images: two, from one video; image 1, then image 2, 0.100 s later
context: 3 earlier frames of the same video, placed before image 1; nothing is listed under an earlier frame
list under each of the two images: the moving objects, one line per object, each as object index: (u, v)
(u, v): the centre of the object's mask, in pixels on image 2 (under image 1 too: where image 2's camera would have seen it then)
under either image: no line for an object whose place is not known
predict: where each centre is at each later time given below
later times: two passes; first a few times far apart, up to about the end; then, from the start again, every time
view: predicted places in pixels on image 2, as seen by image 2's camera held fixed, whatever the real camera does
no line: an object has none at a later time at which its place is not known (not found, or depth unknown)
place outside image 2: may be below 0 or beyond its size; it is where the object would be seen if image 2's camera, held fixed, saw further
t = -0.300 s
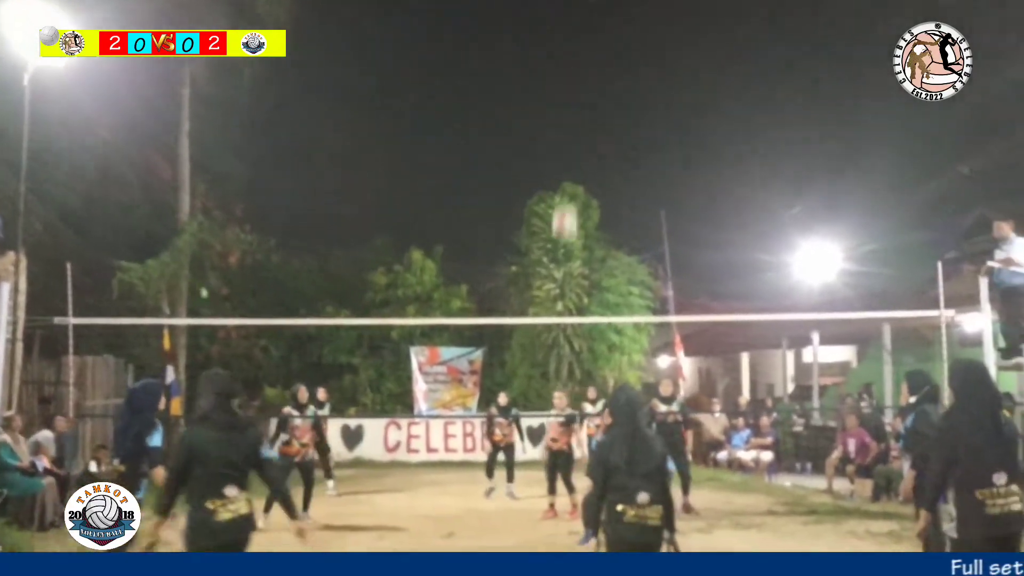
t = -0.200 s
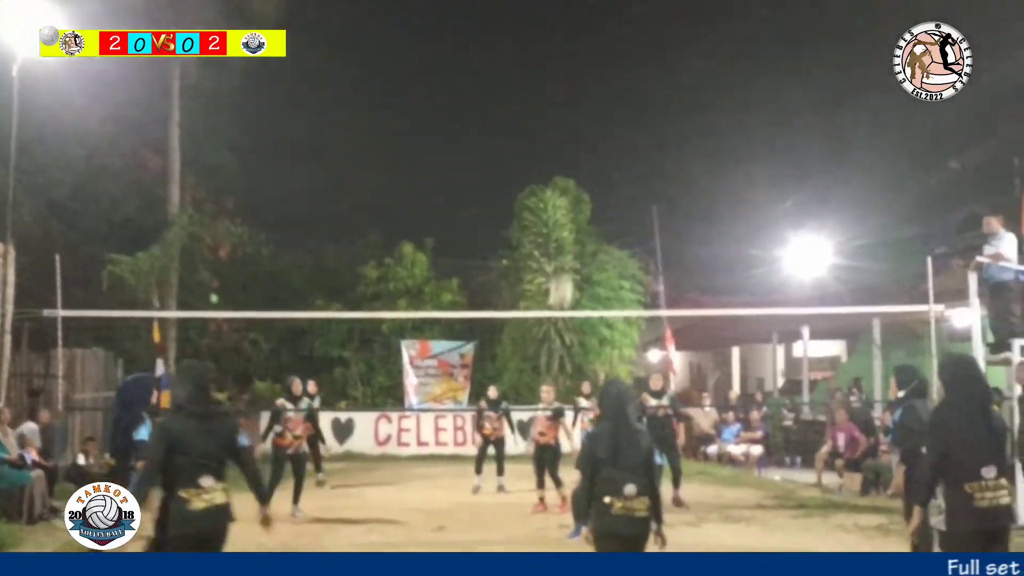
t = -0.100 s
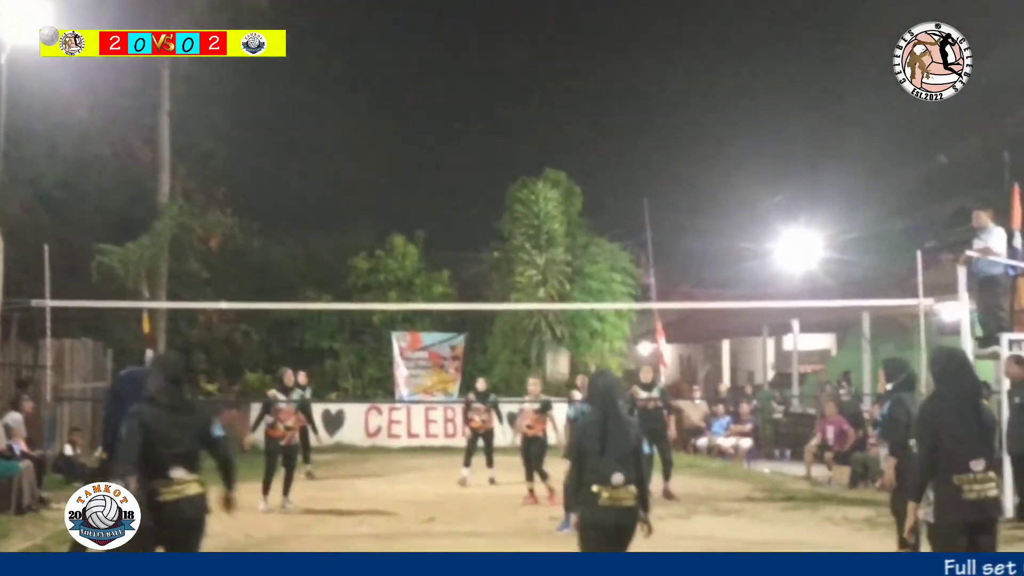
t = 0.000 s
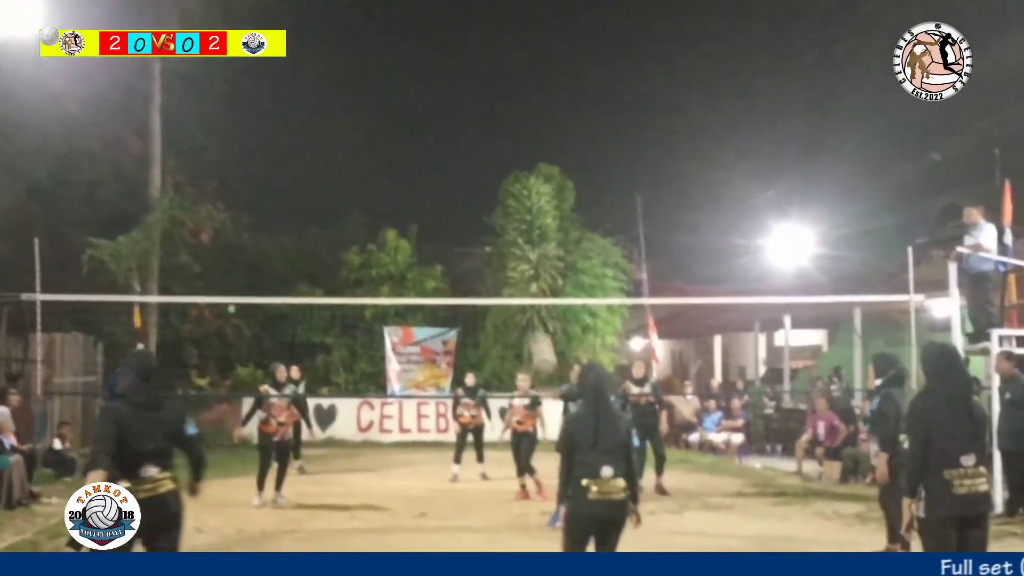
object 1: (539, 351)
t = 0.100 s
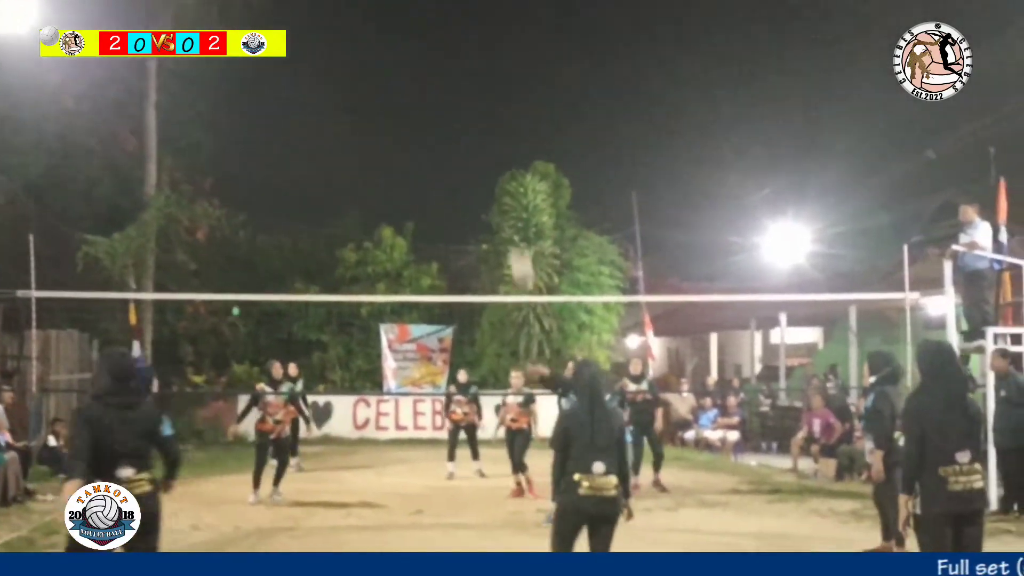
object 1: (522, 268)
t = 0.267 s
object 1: (494, 160)
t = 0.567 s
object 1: (449, 47)
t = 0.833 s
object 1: (411, 22)
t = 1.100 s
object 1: (375, 69)
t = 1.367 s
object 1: (341, 178)
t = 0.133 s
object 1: (516, 243)
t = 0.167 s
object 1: (510, 222)
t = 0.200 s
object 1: (505, 200)
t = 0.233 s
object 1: (500, 179)
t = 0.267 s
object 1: (494, 160)
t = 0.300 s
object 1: (489, 143)
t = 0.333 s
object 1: (484, 127)
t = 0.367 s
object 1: (479, 112)
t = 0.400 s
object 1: (474, 98)
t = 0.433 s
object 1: (468, 85)
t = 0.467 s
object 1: (463, 74)
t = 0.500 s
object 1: (458, 64)
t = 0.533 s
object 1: (453, 55)
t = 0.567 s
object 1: (449, 47)
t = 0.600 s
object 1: (444, 41)
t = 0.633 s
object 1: (439, 35)
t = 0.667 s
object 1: (434, 30)
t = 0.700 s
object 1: (429, 27)
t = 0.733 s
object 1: (424, 24)
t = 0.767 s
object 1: (420, 23)
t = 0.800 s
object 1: (415, 22)
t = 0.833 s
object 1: (411, 22)
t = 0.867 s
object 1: (406, 24)
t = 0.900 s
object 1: (401, 28)
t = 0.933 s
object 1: (397, 33)
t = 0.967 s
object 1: (392, 38)
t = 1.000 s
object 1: (388, 44)
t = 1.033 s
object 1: (383, 52)
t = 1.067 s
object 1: (379, 60)
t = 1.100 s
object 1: (375, 69)
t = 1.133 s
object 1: (370, 79)
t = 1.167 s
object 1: (366, 91)
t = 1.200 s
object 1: (362, 103)
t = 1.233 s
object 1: (358, 115)
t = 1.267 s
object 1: (354, 129)
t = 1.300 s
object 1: (349, 145)
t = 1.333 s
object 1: (346, 161)
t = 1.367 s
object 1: (341, 178)
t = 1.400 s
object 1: (337, 197)
